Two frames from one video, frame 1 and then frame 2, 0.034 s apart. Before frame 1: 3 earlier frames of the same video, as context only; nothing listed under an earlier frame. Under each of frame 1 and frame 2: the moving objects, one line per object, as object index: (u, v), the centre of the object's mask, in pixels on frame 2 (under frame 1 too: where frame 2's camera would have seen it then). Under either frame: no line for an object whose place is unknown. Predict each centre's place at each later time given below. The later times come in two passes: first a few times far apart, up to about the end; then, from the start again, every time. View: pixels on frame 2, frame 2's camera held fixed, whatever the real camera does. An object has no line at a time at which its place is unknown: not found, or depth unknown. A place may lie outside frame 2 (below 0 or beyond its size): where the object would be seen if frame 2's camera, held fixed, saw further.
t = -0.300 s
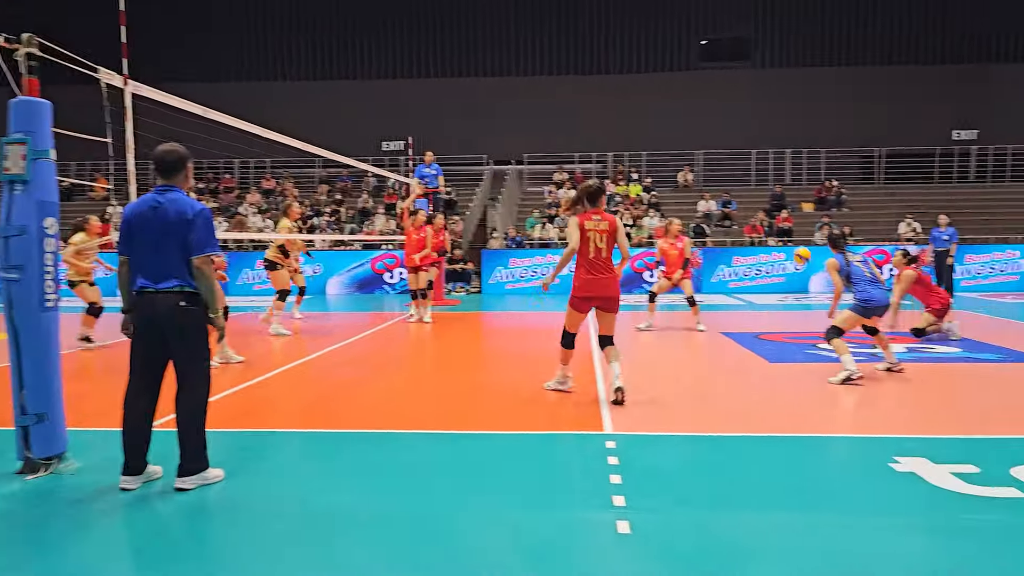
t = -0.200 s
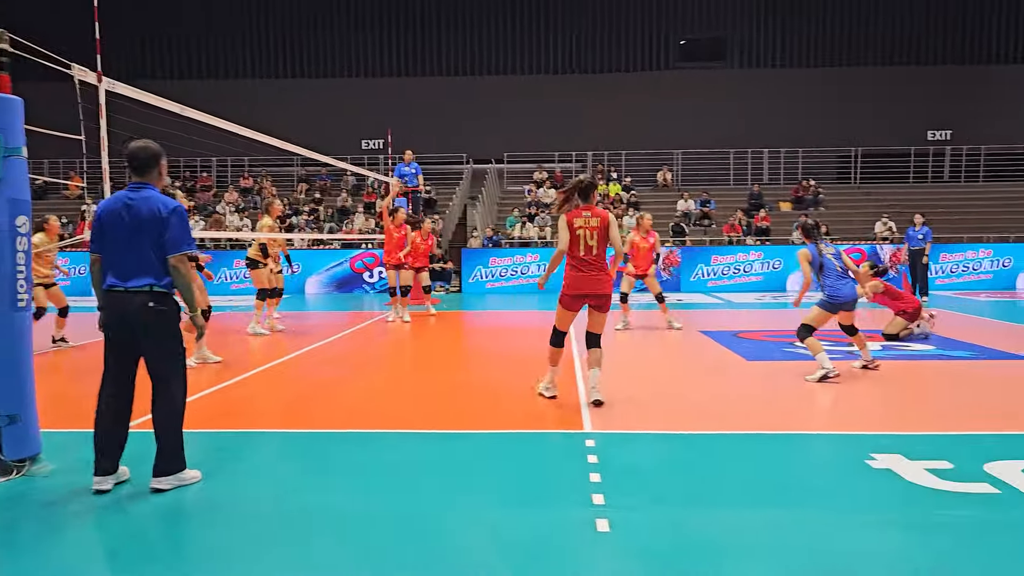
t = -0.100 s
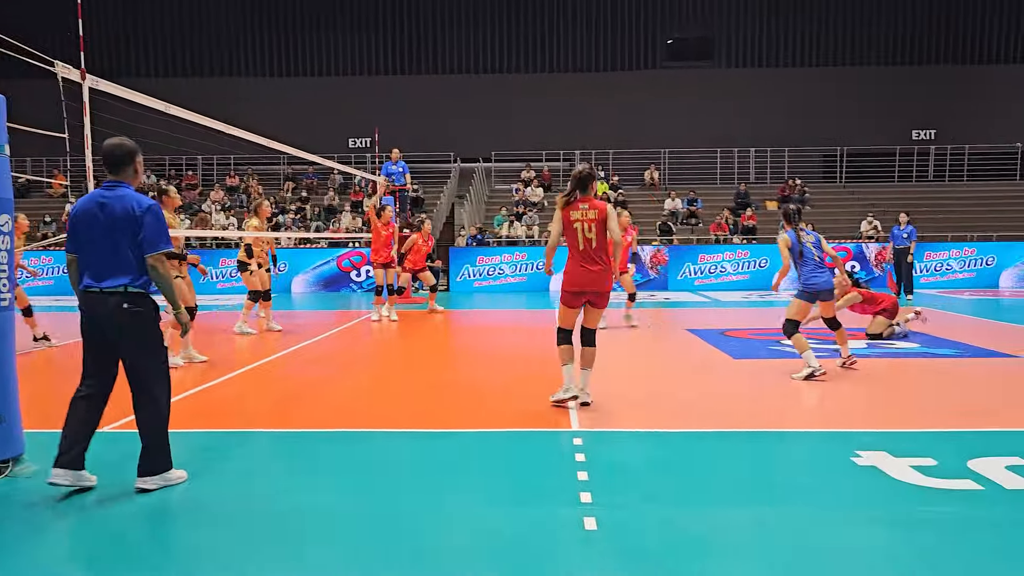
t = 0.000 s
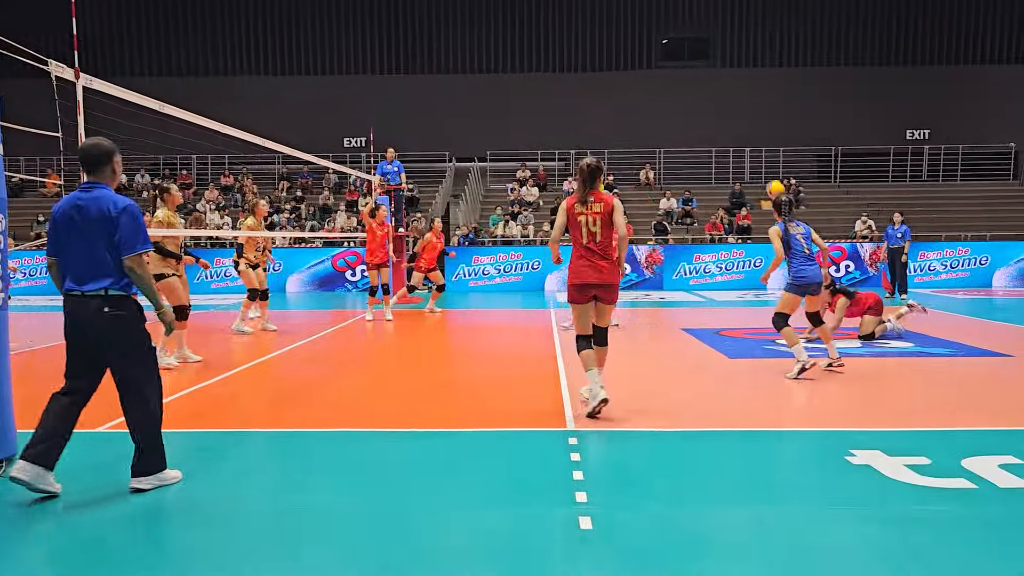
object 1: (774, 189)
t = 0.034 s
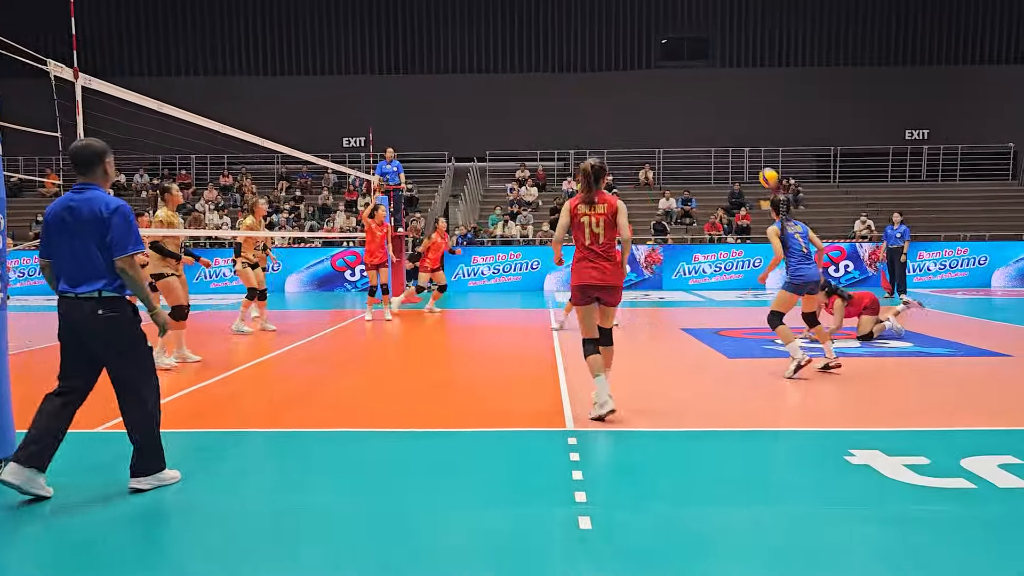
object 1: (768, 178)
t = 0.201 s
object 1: (736, 130)
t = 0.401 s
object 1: (698, 103)
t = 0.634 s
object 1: (656, 111)
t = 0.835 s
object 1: (624, 150)
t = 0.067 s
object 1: (762, 166)
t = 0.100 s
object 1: (756, 155)
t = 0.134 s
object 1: (749, 147)
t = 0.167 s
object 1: (743, 138)
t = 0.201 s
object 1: (736, 130)
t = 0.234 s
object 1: (730, 124)
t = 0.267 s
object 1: (723, 118)
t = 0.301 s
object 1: (717, 113)
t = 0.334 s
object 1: (711, 109)
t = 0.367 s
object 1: (704, 106)
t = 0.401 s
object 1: (698, 103)
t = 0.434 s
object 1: (692, 101)
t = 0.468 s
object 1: (686, 101)
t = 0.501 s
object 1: (680, 101)
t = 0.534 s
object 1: (674, 102)
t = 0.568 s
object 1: (668, 104)
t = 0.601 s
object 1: (663, 107)
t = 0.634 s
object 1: (656, 111)
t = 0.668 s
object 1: (650, 115)
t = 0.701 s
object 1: (645, 121)
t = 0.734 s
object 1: (640, 127)
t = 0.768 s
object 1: (634, 133)
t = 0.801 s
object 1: (629, 141)
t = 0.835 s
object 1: (624, 150)
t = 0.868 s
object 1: (619, 159)
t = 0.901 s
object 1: (613, 169)
